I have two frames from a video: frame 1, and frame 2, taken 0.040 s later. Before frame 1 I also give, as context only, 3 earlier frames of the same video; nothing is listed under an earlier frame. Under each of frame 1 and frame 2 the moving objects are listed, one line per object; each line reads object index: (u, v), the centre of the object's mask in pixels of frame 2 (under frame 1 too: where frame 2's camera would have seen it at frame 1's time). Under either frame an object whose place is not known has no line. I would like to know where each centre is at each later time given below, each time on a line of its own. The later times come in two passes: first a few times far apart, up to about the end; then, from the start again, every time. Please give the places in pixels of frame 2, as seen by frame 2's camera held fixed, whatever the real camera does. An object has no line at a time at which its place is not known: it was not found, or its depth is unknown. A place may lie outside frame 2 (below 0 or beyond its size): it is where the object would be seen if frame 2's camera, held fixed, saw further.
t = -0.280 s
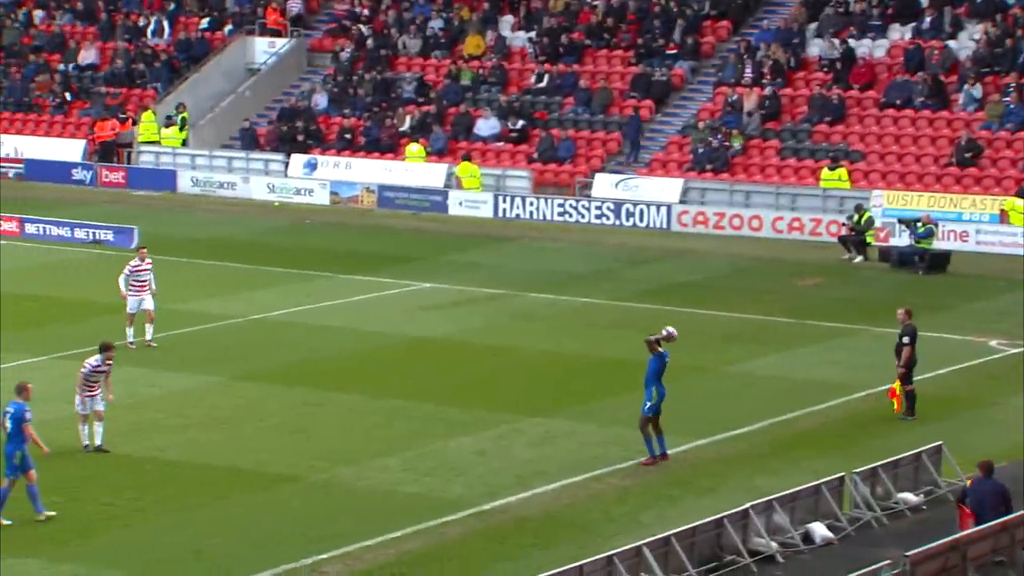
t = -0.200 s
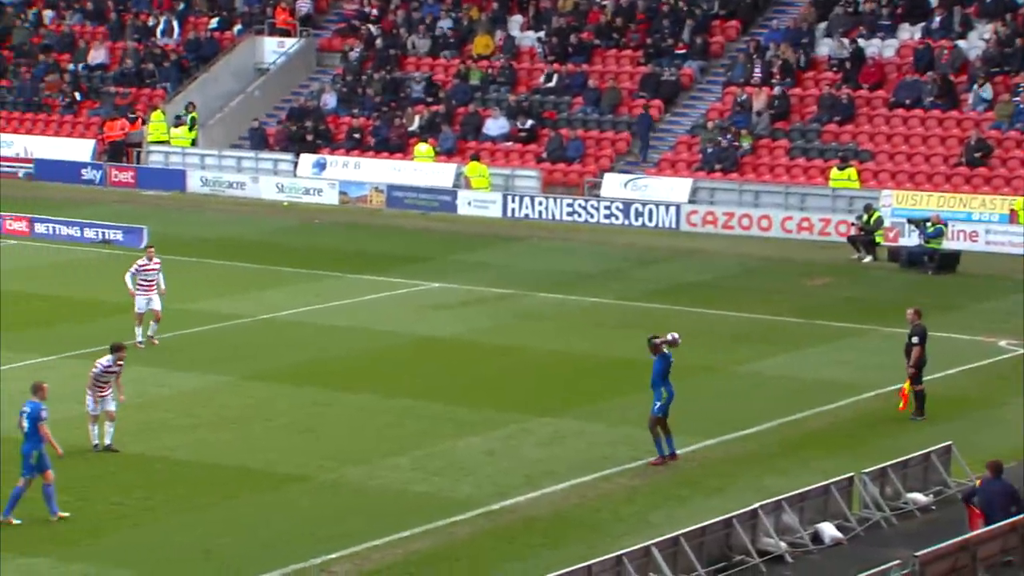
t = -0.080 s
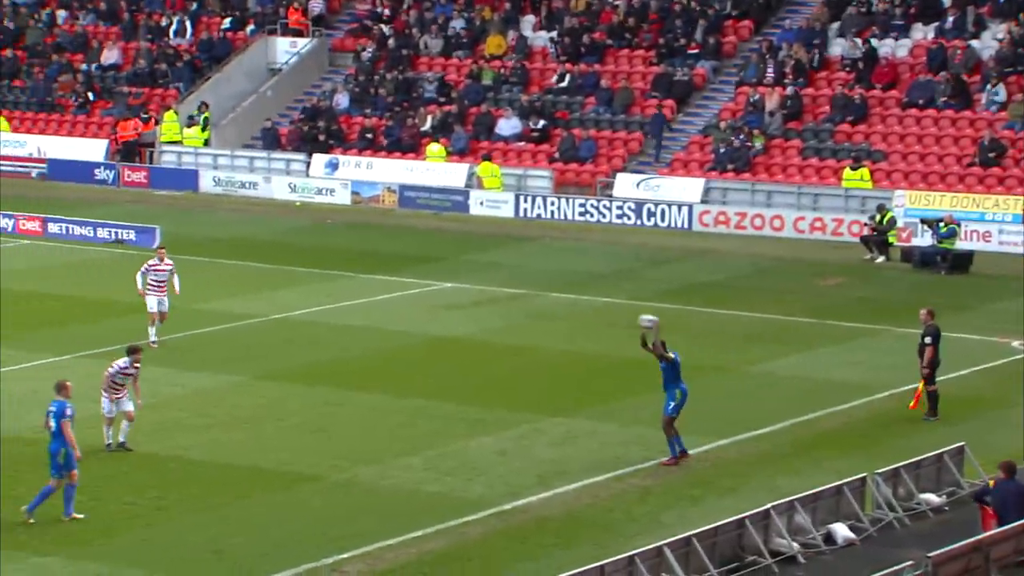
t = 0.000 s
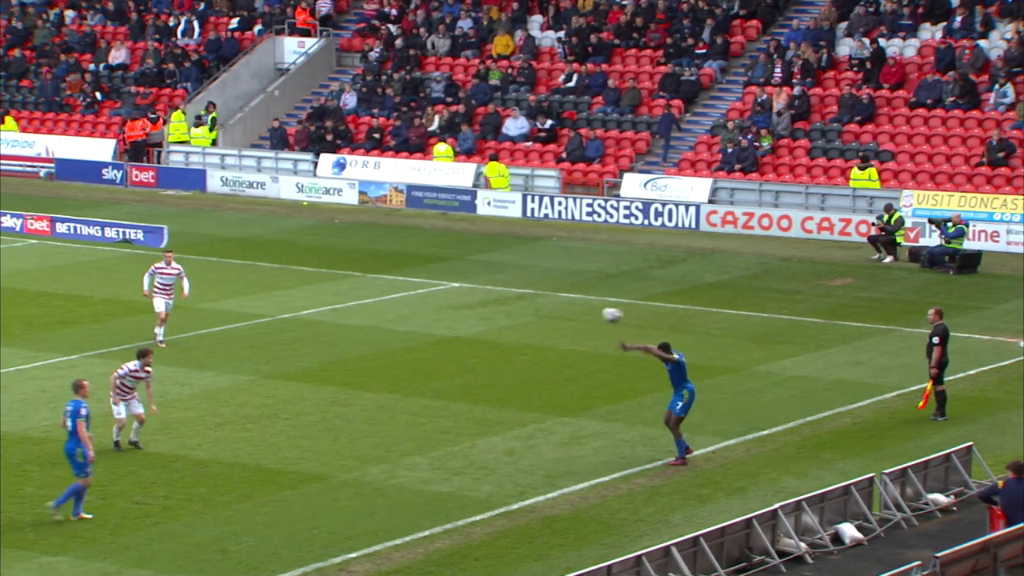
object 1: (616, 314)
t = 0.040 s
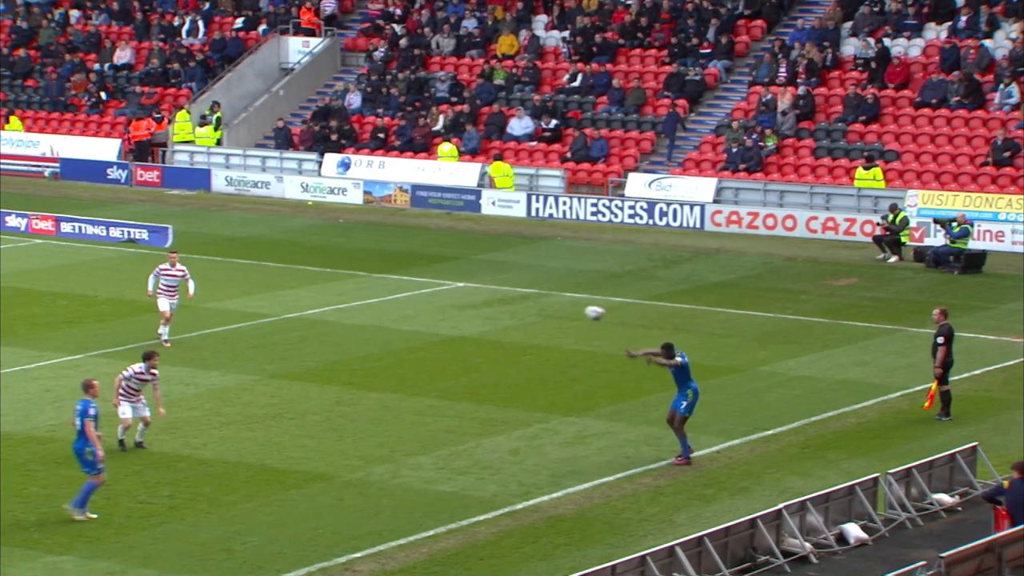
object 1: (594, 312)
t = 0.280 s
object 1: (460, 327)
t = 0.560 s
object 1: (299, 399)
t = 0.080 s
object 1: (572, 311)
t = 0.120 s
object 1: (550, 312)
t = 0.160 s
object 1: (527, 314)
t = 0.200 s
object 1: (505, 317)
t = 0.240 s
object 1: (482, 322)
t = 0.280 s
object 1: (460, 327)
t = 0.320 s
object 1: (437, 334)
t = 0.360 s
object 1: (415, 341)
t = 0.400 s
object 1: (392, 350)
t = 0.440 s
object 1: (369, 361)
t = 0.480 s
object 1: (345, 372)
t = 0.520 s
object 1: (322, 385)
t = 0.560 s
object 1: (299, 399)
